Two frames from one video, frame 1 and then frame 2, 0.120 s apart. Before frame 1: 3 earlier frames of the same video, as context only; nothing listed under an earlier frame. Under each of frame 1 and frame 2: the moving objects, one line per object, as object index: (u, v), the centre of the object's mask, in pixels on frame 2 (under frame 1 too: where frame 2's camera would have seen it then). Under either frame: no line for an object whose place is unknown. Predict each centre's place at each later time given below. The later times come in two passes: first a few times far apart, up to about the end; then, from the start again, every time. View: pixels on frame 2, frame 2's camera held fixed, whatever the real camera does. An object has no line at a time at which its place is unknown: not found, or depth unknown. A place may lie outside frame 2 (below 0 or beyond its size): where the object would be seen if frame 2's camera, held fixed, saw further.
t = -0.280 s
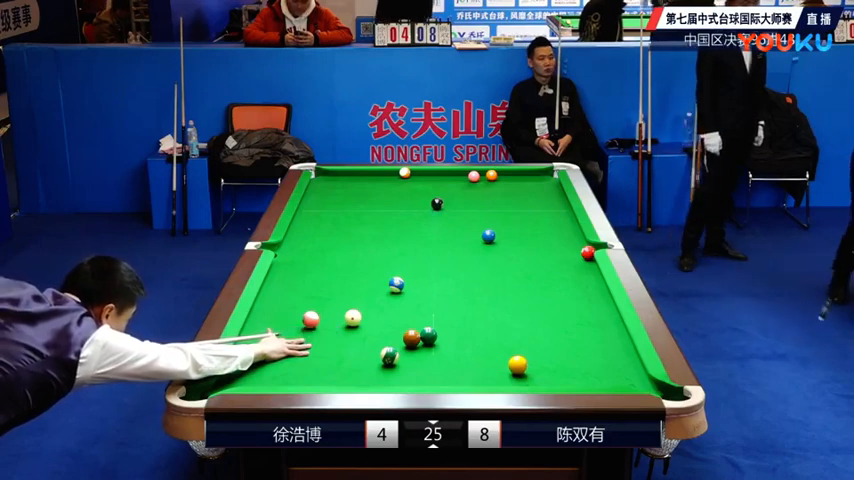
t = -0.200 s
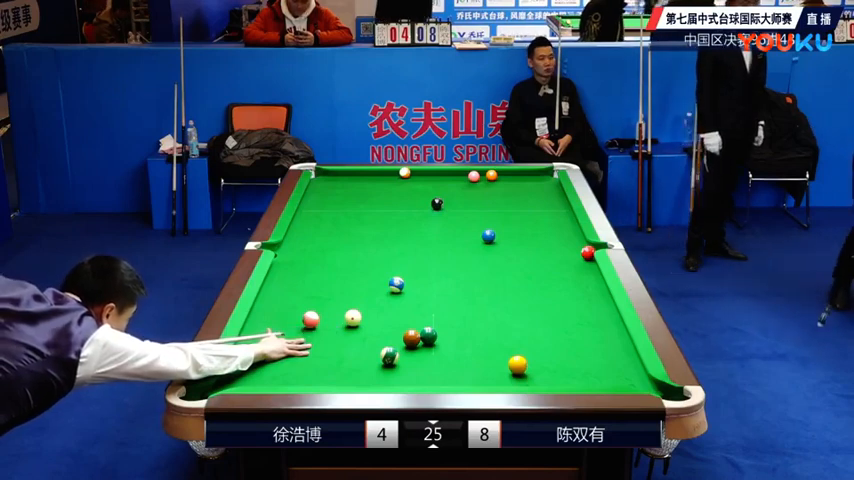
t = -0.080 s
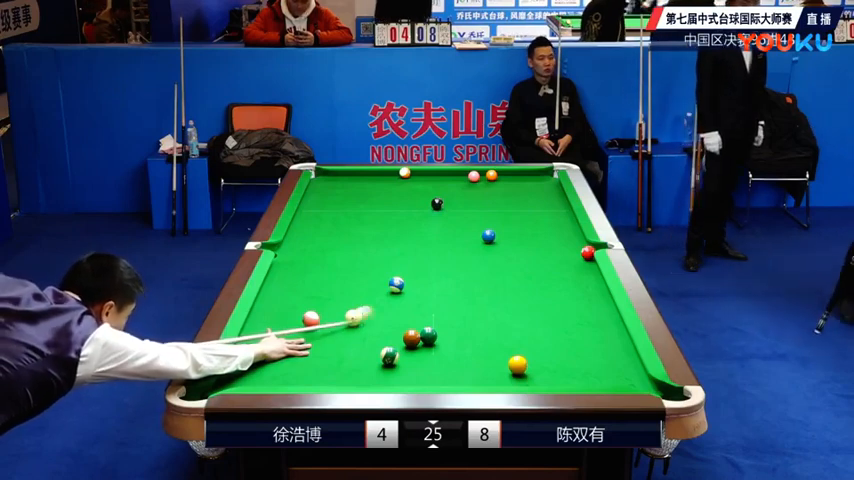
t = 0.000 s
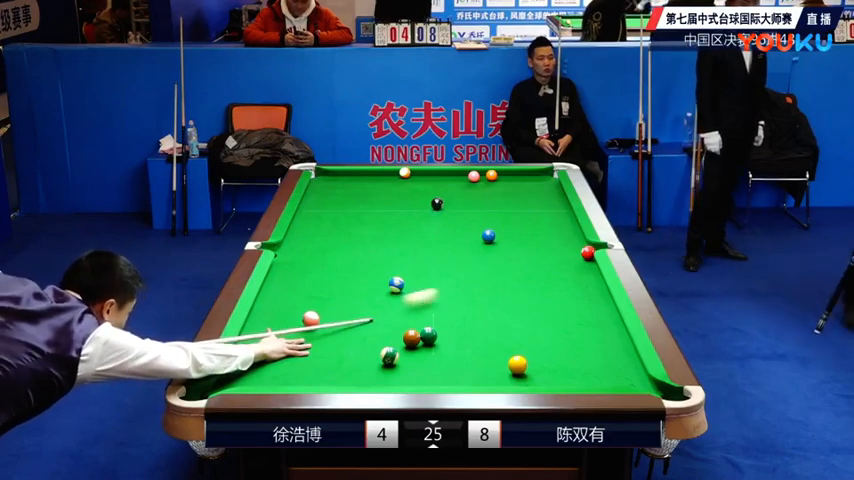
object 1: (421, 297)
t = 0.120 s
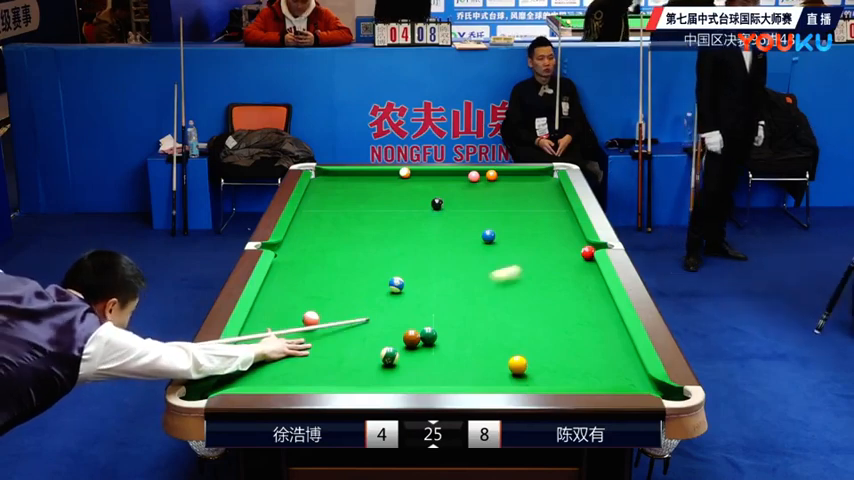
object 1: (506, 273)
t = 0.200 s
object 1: (555, 260)
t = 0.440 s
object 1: (566, 254)
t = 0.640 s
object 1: (548, 256)
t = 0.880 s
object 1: (527, 259)
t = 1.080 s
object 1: (509, 261)
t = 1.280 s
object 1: (492, 263)
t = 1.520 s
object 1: (473, 265)
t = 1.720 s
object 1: (458, 267)
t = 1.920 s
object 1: (443, 269)
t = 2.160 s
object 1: (426, 271)
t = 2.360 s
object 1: (413, 273)
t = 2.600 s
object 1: (399, 273)
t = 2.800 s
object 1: (385, 276)
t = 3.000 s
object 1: (375, 278)
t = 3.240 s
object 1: (363, 279)
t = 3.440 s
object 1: (353, 280)
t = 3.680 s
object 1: (343, 281)
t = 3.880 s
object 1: (336, 282)
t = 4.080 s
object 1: (329, 283)
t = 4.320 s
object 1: (322, 284)
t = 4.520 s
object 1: (317, 284)
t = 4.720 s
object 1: (312, 285)
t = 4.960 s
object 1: (308, 285)
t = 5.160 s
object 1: (306, 285)
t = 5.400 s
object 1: (304, 285)
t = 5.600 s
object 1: (303, 285)
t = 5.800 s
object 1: (303, 285)
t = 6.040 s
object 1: (303, 285)
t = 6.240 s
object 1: (303, 285)
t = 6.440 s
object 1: (303, 285)
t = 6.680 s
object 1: (303, 285)
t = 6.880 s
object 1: (303, 285)
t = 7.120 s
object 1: (303, 285)
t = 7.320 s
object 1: (303, 285)
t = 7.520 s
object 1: (303, 285)
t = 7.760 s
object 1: (304, 285)
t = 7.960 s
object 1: (303, 285)
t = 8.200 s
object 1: (303, 285)
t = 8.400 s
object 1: (303, 285)
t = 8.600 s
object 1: (303, 285)
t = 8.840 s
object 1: (303, 285)
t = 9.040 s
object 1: (303, 285)
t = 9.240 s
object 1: (303, 285)
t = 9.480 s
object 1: (303, 285)
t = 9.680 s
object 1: (303, 285)
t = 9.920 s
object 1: (303, 285)
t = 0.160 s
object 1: (531, 267)
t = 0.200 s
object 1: (555, 260)
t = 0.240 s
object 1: (574, 255)
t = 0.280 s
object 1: (576, 254)
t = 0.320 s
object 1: (574, 254)
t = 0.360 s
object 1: (572, 254)
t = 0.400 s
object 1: (569, 254)
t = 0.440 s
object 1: (566, 254)
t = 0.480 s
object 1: (563, 254)
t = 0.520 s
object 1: (559, 255)
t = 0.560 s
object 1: (555, 255)
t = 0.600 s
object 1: (552, 255)
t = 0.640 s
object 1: (548, 256)
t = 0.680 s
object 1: (544, 257)
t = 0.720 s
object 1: (541, 257)
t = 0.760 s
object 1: (537, 257)
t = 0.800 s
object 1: (534, 258)
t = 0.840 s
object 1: (530, 258)
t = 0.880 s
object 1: (527, 259)
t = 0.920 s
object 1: (523, 259)
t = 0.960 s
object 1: (520, 260)
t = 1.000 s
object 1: (516, 260)
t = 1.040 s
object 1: (513, 260)
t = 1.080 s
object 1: (509, 261)
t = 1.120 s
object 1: (506, 262)
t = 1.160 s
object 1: (502, 262)
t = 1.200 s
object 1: (499, 262)
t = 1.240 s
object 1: (496, 263)
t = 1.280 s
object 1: (492, 263)
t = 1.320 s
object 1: (489, 264)
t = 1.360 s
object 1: (486, 264)
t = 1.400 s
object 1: (483, 264)
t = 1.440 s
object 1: (479, 265)
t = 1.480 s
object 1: (476, 265)
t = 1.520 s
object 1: (473, 265)
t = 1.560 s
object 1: (470, 266)
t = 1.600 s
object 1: (467, 266)
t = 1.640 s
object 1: (464, 267)
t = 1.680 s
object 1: (461, 267)
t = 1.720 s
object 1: (458, 267)
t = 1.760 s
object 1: (455, 268)
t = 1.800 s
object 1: (452, 268)
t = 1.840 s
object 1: (449, 269)
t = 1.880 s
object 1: (446, 269)
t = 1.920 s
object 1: (443, 269)
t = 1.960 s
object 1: (440, 270)
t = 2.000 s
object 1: (437, 270)
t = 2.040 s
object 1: (435, 270)
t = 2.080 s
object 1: (432, 271)
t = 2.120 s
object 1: (429, 271)
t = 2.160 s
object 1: (426, 271)
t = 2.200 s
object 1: (424, 272)
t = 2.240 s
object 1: (421, 272)
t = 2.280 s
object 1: (418, 272)
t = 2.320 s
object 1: (416, 273)
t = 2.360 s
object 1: (413, 273)
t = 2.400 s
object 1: (411, 273)
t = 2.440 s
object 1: (408, 274)
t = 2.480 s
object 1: (406, 274)
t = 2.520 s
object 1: (404, 274)
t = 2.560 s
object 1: (401, 273)
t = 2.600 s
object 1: (399, 273)
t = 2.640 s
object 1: (396, 273)
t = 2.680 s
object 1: (393, 274)
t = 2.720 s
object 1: (390, 274)
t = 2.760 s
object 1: (388, 275)
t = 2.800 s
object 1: (385, 276)
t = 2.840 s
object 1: (383, 276)
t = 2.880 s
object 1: (382, 277)
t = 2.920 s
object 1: (380, 277)
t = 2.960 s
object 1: (377, 277)
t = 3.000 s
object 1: (375, 278)
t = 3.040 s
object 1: (373, 278)
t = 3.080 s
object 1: (371, 278)
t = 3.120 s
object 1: (369, 278)
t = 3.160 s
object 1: (367, 279)
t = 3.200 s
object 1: (365, 279)
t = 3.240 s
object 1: (363, 279)
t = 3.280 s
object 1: (361, 279)
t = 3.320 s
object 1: (359, 280)
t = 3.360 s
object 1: (357, 280)
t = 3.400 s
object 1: (355, 280)
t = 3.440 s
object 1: (353, 280)
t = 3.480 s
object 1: (352, 280)
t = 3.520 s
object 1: (350, 280)
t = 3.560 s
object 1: (348, 281)
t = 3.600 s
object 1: (347, 281)
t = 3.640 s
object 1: (345, 281)
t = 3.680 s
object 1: (343, 281)
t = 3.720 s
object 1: (342, 282)
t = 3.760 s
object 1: (340, 282)
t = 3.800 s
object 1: (339, 282)
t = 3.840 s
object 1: (337, 282)
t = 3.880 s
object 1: (336, 282)
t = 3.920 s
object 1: (334, 283)
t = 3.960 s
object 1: (333, 283)
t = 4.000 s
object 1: (332, 283)
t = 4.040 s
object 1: (330, 283)
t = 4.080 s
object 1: (329, 283)
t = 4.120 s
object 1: (328, 283)
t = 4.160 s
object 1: (327, 283)
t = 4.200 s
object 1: (325, 283)
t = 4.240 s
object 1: (324, 284)
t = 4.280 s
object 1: (323, 284)
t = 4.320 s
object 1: (322, 284)
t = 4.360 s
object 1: (321, 284)
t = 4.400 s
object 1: (320, 284)
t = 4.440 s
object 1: (319, 284)
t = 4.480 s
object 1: (318, 284)
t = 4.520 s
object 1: (317, 284)
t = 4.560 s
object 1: (316, 284)
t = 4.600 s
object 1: (315, 285)
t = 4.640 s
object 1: (314, 285)
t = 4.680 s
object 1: (313, 285)
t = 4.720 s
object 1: (312, 285)
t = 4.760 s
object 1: (312, 285)
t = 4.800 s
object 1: (311, 285)
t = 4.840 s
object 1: (310, 285)
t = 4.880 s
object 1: (310, 285)
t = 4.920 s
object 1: (309, 285)
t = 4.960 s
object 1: (308, 285)
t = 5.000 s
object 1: (308, 285)
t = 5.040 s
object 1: (307, 285)
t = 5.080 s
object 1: (307, 285)
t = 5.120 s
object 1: (306, 285)
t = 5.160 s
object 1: (306, 285)
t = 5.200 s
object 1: (305, 285)
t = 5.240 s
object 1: (305, 285)
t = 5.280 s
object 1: (305, 285)
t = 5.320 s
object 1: (305, 285)
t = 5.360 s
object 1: (304, 285)
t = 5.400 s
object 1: (304, 285)
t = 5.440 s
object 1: (304, 285)
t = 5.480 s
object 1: (304, 285)
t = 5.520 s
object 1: (303, 285)
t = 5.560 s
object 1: (303, 285)
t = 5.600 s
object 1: (303, 285)
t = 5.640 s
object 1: (303, 285)
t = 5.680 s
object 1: (303, 285)
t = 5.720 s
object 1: (303, 285)
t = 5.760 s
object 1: (303, 285)
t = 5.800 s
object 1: (303, 285)
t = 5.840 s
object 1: (303, 285)
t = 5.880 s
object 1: (303, 285)
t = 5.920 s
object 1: (303, 285)
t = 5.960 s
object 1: (303, 285)
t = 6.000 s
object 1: (303, 285)
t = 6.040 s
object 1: (303, 285)
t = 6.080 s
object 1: (303, 285)
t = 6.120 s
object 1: (303, 285)
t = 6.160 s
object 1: (303, 285)
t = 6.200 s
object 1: (303, 285)
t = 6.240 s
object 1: (303, 285)
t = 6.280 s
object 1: (303, 285)
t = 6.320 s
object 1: (303, 285)
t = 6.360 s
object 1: (303, 285)
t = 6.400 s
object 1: (303, 285)
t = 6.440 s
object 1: (303, 285)
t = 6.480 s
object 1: (303, 285)
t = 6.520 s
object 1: (303, 285)
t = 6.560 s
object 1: (303, 285)
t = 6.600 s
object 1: (303, 285)
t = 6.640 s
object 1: (303, 285)
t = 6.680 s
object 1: (303, 285)
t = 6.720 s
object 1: (303, 285)
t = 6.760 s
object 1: (303, 285)
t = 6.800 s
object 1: (303, 285)
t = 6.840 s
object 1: (303, 285)
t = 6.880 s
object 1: (303, 285)
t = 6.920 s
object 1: (303, 285)
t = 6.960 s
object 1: (303, 285)
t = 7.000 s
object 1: (303, 285)
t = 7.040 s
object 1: (303, 285)
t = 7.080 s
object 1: (303, 285)
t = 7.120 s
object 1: (303, 285)
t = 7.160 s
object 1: (303, 285)
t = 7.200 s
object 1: (303, 285)
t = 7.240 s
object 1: (303, 285)
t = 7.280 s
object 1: (303, 285)
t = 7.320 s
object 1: (303, 285)
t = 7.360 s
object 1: (303, 285)
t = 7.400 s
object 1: (303, 285)
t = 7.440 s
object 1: (303, 285)
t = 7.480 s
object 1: (303, 285)
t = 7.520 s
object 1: (303, 285)
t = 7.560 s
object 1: (304, 285)
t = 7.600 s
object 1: (303, 285)
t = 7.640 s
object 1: (304, 285)
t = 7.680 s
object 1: (304, 285)
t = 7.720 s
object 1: (304, 285)
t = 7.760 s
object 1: (304, 285)
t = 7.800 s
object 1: (303, 285)
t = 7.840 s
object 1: (303, 285)
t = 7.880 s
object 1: (303, 285)
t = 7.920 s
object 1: (303, 285)
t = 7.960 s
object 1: (303, 285)
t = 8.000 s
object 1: (303, 285)
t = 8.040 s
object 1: (303, 285)
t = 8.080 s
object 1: (303, 285)
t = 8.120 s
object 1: (303, 285)
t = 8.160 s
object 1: (303, 285)
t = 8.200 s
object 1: (303, 285)
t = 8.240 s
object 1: (303, 285)
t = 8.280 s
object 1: (303, 285)
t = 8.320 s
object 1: (303, 285)
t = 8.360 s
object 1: (303, 285)
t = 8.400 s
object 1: (303, 285)
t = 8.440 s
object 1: (303, 285)
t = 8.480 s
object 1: (303, 285)
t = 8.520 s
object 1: (303, 285)
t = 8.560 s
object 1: (303, 285)
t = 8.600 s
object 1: (303, 285)
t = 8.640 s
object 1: (303, 285)
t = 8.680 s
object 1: (303, 285)
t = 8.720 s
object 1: (303, 285)
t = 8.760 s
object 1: (303, 285)
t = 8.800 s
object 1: (303, 285)
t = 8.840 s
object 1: (303, 285)
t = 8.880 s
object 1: (303, 285)
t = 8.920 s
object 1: (303, 285)
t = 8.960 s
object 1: (303, 285)
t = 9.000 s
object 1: (303, 285)
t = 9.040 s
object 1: (303, 285)
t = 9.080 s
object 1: (303, 285)
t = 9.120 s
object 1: (303, 285)
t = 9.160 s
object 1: (303, 285)
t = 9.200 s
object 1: (303, 285)
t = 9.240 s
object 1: (303, 285)
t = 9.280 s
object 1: (303, 285)
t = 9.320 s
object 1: (303, 285)
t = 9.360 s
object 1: (303, 285)
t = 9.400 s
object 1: (303, 285)
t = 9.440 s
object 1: (303, 285)
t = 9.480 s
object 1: (303, 285)
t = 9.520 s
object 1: (303, 285)
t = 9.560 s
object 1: (303, 285)
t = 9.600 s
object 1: (303, 285)
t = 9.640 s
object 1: (303, 285)
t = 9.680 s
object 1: (303, 285)
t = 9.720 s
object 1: (303, 285)
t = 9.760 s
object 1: (303, 285)
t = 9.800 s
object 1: (303, 285)
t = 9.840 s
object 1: (303, 285)
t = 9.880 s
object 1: (303, 285)
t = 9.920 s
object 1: (303, 285)
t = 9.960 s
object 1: (303, 285)
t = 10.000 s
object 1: (303, 285)
